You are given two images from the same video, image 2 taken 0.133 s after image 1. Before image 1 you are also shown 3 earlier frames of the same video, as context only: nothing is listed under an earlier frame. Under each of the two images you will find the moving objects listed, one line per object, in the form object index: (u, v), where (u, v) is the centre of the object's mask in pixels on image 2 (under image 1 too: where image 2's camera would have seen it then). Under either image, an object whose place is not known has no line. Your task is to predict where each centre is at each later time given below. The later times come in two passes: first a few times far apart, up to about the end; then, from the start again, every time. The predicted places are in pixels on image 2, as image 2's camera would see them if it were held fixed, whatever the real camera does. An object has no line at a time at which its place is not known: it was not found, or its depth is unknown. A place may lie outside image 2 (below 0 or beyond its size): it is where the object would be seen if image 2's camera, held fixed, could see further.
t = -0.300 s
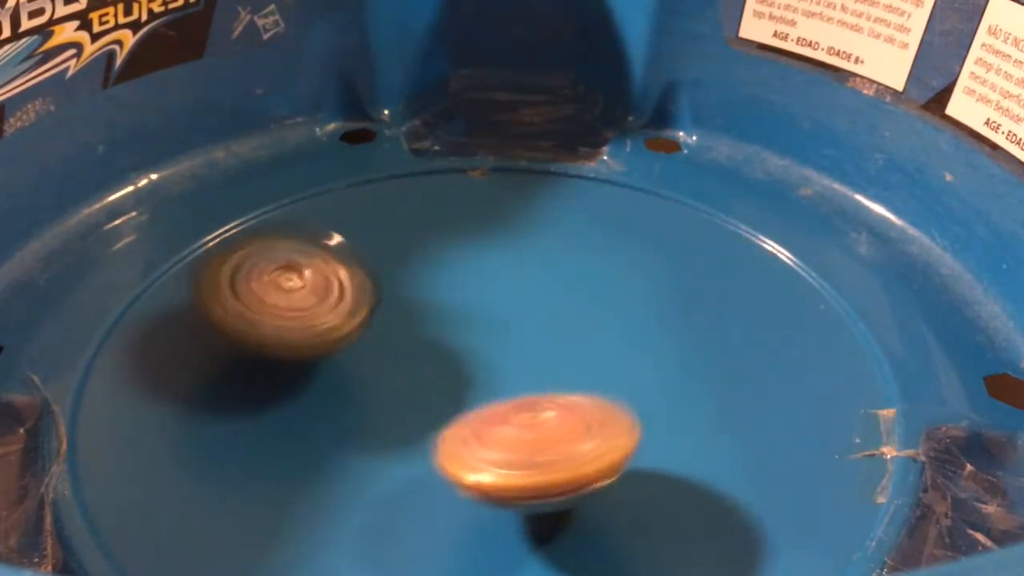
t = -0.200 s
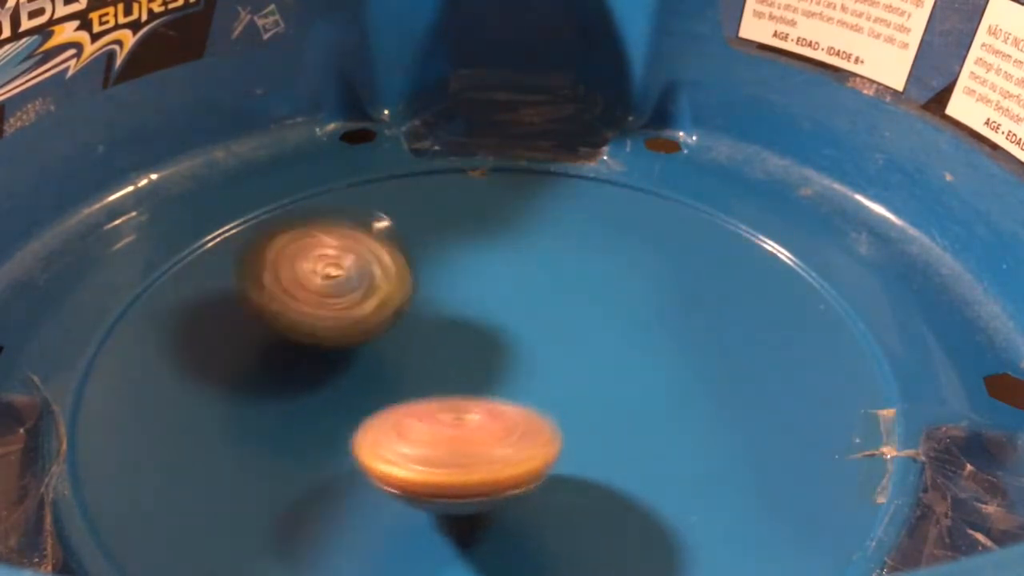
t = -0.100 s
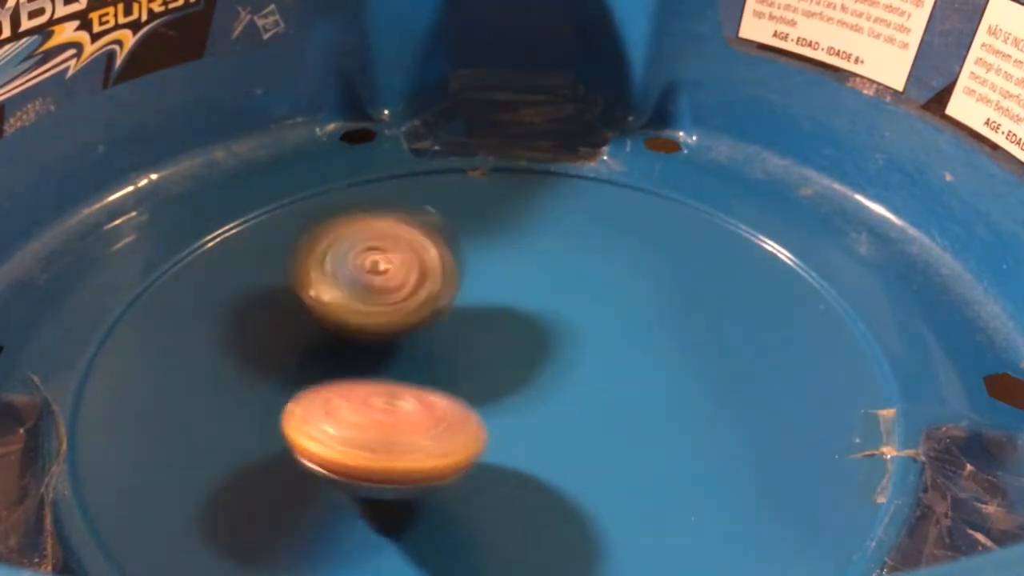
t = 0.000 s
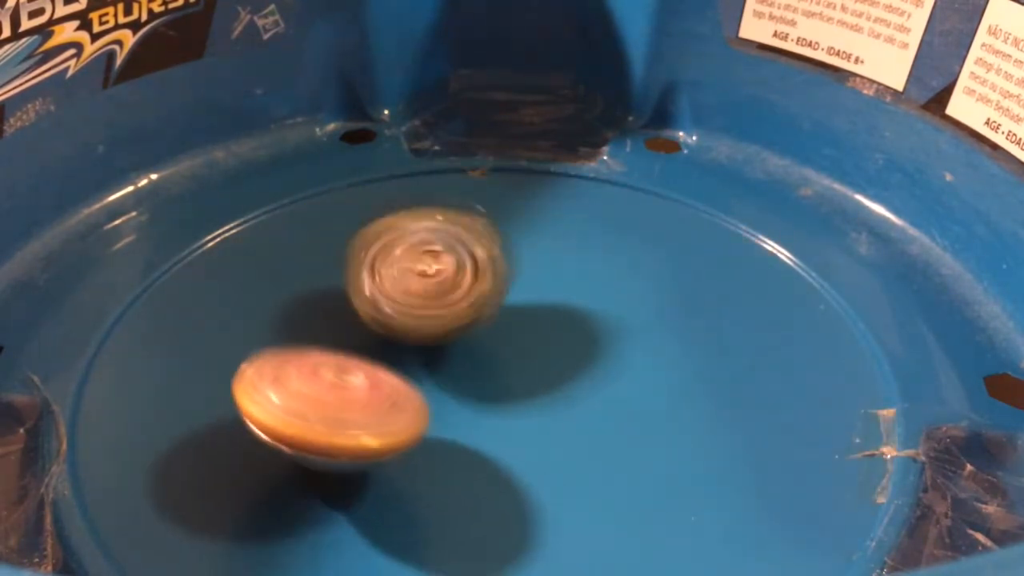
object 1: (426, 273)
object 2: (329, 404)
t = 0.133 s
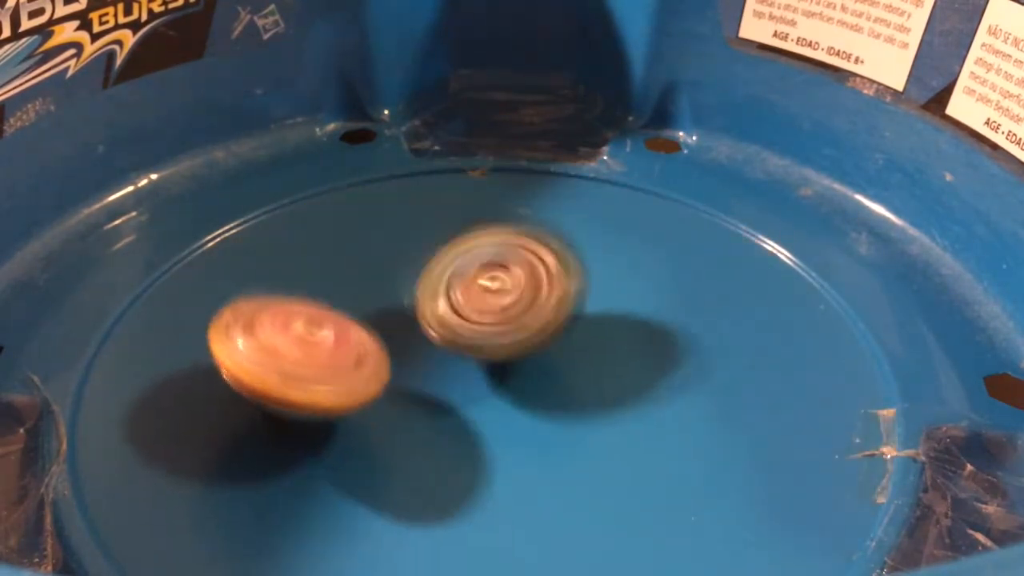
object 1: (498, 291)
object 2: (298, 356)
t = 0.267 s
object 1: (562, 321)
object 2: (310, 305)
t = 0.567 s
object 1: (620, 418)
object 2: (436, 235)
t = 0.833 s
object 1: (532, 470)
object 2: (583, 256)
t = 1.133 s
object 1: (414, 404)
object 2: (675, 353)
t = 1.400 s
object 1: (437, 312)
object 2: (595, 449)
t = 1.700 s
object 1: (554, 268)
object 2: (379, 437)
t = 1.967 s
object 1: (635, 301)
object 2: (316, 332)
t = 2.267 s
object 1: (600, 376)
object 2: (425, 244)
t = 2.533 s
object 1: (468, 387)
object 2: (573, 250)
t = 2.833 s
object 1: (396, 314)
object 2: (669, 345)
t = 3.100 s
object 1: (446, 266)
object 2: (584, 438)
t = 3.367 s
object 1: (525, 280)
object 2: (386, 429)
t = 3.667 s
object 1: (543, 354)
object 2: (324, 313)
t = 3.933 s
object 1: (451, 393)
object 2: (434, 246)
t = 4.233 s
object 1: (370, 351)
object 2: (597, 273)
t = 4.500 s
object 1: (408, 309)
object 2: (668, 372)
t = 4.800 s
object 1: (500, 319)
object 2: (532, 457)
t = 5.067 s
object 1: (560, 370)
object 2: (334, 406)
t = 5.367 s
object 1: (559, 390)
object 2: (344, 281)
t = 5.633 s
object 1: (503, 362)
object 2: (475, 233)
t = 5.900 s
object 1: (463, 331)
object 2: (630, 264)
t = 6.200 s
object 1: (483, 323)
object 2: (657, 390)
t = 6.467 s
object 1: (512, 342)
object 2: (493, 460)
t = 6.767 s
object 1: (511, 348)
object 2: (333, 376)
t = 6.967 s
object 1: (562, 364)
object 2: (335, 274)
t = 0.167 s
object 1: (515, 298)
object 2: (297, 342)
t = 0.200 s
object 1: (532, 305)
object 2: (299, 329)
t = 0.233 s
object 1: (548, 313)
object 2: (303, 316)
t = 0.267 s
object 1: (562, 321)
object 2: (310, 305)
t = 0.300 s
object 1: (573, 328)
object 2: (318, 293)
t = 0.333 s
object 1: (587, 340)
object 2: (328, 282)
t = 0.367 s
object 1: (596, 348)
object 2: (340, 272)
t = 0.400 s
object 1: (606, 361)
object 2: (353, 263)
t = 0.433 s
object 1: (612, 371)
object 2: (368, 255)
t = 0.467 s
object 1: (617, 383)
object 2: (383, 248)
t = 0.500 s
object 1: (621, 394)
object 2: (400, 242)
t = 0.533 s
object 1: (621, 405)
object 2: (418, 238)
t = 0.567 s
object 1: (620, 418)
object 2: (436, 235)
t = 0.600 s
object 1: (616, 428)
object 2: (455, 233)
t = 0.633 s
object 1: (608, 439)
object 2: (474, 233)
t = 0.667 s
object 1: (598, 448)
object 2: (493, 234)
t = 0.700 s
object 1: (589, 457)
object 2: (511, 236)
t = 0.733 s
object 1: (576, 462)
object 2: (530, 239)
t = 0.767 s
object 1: (563, 468)
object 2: (548, 243)
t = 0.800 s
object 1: (547, 470)
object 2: (566, 249)
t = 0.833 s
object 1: (532, 470)
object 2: (583, 256)
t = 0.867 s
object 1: (514, 470)
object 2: (599, 263)
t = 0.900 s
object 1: (497, 464)
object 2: (614, 272)
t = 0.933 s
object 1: (481, 462)
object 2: (629, 281)
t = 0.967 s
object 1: (464, 453)
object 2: (641, 292)
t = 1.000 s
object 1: (452, 446)
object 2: (652, 303)
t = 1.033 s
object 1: (438, 437)
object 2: (661, 315)
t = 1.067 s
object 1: (428, 426)
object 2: (668, 327)
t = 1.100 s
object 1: (420, 416)
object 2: (673, 340)
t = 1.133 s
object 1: (414, 404)
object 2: (675, 353)
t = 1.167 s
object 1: (408, 392)
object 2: (675, 366)
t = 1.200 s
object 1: (407, 378)
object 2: (673, 380)
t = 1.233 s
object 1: (408, 368)
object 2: (668, 393)
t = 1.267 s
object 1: (410, 355)
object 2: (659, 406)
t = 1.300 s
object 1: (413, 343)
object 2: (647, 418)
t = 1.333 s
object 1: (420, 331)
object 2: (632, 430)
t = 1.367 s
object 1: (429, 320)
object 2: (615, 440)
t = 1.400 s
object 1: (437, 312)
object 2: (595, 449)
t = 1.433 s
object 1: (447, 303)
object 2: (573, 455)
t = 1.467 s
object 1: (459, 295)
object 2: (549, 460)
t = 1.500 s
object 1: (472, 287)
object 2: (525, 463)
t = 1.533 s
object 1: (484, 281)
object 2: (498, 463)
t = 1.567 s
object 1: (497, 277)
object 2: (471, 462)
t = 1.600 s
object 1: (510, 273)
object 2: (445, 460)
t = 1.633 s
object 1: (526, 271)
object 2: (423, 455)
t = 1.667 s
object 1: (539, 270)
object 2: (399, 447)
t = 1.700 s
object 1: (554, 268)
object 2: (379, 437)
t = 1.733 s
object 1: (568, 270)
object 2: (361, 425)
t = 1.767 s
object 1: (579, 270)
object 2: (346, 413)
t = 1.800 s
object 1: (592, 275)
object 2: (334, 401)
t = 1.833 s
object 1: (604, 277)
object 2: (325, 387)
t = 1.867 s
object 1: (614, 281)
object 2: (318, 373)
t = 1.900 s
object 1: (622, 288)
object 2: (314, 360)
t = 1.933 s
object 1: (629, 293)
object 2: (314, 346)
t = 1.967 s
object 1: (635, 301)
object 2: (316, 332)
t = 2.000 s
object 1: (640, 309)
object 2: (322, 319)
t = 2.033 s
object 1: (641, 316)
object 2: (329, 306)
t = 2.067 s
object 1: (642, 325)
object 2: (339, 294)
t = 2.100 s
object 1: (640, 334)
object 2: (350, 283)
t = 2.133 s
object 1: (637, 341)
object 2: (362, 272)
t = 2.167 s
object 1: (632, 351)
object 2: (377, 264)
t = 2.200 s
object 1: (621, 361)
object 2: (392, 256)
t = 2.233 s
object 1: (611, 369)
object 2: (408, 250)
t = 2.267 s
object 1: (600, 376)
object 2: (425, 244)
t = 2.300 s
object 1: (588, 381)
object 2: (444, 240)
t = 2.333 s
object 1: (572, 388)
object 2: (463, 238)
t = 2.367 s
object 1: (553, 392)
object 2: (482, 236)
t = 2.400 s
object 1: (538, 393)
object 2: (501, 236)
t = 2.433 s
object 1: (521, 394)
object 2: (520, 237)
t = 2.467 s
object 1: (502, 393)
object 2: (538, 240)
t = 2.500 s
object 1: (483, 392)
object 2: (556, 244)
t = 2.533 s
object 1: (468, 387)
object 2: (573, 250)
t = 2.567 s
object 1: (455, 383)
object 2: (590, 257)
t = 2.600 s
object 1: (441, 376)
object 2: (606, 266)
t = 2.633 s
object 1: (426, 367)
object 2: (621, 275)
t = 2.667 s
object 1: (415, 358)
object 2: (634, 284)
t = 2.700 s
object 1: (407, 351)
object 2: (646, 295)
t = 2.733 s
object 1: (402, 342)
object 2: (655, 306)
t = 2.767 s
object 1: (398, 333)
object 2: (661, 318)
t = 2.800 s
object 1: (396, 322)
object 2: (666, 332)
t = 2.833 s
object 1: (396, 314)
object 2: (669, 345)
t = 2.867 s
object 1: (398, 305)
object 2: (669, 359)
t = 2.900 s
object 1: (401, 295)
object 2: (666, 372)
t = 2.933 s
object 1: (406, 289)
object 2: (661, 385)
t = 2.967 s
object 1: (411, 284)
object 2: (651, 398)
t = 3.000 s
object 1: (419, 277)
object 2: (638, 410)
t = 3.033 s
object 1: (426, 272)
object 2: (623, 420)
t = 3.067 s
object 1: (435, 268)
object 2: (604, 430)
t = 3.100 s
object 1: (446, 266)
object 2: (584, 438)
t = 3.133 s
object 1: (456, 263)
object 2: (561, 444)
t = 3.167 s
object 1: (466, 262)
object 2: (536, 448)
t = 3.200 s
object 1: (479, 264)
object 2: (510, 451)
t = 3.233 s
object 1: (488, 265)
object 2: (484, 451)
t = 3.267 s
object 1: (498, 266)
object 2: (458, 450)
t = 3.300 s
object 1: (509, 271)
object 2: (432, 444)
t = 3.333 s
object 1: (518, 276)
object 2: (408, 437)
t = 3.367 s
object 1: (525, 280)
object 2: (386, 429)
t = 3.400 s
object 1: (533, 286)
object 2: (366, 420)
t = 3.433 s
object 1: (541, 293)
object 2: (350, 409)
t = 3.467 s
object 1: (545, 300)
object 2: (337, 396)
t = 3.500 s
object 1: (549, 310)
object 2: (327, 382)
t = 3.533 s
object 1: (552, 318)
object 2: (319, 369)
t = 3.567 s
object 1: (553, 325)
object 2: (316, 355)
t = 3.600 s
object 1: (551, 336)
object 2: (315, 341)
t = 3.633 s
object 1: (548, 346)
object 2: (318, 326)
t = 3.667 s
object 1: (543, 354)
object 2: (324, 313)
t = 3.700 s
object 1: (537, 363)
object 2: (332, 301)
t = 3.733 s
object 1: (527, 370)
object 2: (343, 289)
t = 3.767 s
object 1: (518, 377)
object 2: (355, 278)
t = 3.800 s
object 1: (506, 384)
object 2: (368, 269)
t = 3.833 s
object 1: (494, 388)
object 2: (382, 261)
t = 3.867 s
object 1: (481, 390)
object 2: (398, 254)
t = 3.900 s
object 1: (467, 393)
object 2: (415, 250)
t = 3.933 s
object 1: (451, 393)
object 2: (434, 246)
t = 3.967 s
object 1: (438, 392)
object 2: (452, 243)
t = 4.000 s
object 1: (427, 390)
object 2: (471, 242)
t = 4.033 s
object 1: (414, 387)
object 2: (489, 242)
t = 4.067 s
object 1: (403, 383)
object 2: (508, 244)
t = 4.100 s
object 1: (393, 378)
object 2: (528, 247)
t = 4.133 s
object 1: (384, 371)
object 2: (547, 251)
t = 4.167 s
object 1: (378, 365)
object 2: (564, 257)
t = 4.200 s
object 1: (373, 359)
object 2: (581, 264)
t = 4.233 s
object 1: (370, 351)
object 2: (597, 273)
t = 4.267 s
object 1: (369, 344)
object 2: (612, 283)
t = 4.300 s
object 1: (369, 339)
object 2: (627, 293)
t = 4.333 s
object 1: (371, 333)
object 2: (639, 305)
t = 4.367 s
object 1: (376, 324)
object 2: (650, 317)
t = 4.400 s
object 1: (380, 321)
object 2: (658, 330)
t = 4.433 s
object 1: (387, 317)
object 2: (664, 344)
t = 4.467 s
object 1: (397, 309)
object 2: (667, 359)
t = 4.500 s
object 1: (408, 309)
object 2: (668, 372)
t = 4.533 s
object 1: (417, 307)
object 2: (665, 386)
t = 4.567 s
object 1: (424, 305)
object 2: (658, 400)
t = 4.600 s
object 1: (436, 305)
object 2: (649, 412)
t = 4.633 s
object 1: (450, 305)
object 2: (636, 424)
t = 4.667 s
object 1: (462, 307)
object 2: (621, 435)
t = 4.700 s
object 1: (473, 309)
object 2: (601, 442)
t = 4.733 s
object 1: (481, 312)
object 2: (579, 450)
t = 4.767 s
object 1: (489, 317)
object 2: (557, 454)
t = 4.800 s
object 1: (500, 319)
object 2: (532, 457)
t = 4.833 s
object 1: (508, 328)
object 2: (507, 457)
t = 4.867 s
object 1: (516, 335)
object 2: (480, 456)
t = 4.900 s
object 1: (521, 340)
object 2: (455, 451)
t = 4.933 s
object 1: (527, 348)
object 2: (428, 446)
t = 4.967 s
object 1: (533, 353)
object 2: (403, 438)
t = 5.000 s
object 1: (540, 359)
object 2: (381, 427)
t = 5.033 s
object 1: (555, 368)
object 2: (354, 418)
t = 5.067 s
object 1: (560, 370)
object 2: (334, 406)
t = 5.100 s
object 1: (562, 373)
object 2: (320, 392)
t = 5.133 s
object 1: (568, 374)
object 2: (312, 380)
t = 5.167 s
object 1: (574, 379)
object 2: (306, 364)
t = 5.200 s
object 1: (575, 385)
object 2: (306, 350)
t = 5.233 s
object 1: (574, 385)
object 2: (308, 333)
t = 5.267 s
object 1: (576, 386)
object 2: (314, 318)
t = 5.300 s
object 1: (573, 388)
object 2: (321, 305)
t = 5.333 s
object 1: (564, 391)
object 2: (331, 292)
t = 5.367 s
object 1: (559, 390)
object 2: (344, 281)
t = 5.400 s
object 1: (556, 389)
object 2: (358, 270)
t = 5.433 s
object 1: (548, 387)
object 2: (373, 260)
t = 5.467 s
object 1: (535, 382)
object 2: (389, 252)
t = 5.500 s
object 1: (524, 381)
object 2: (405, 246)
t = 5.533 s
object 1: (518, 377)
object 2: (423, 241)
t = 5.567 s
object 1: (514, 373)
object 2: (439, 237)
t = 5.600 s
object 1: (509, 368)
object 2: (457, 234)
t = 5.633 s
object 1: (503, 362)
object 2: (475, 233)
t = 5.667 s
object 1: (495, 355)
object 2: (493, 232)
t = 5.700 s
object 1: (490, 349)
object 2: (512, 234)
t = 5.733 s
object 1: (484, 344)
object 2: (533, 235)
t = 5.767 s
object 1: (478, 343)
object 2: (557, 236)
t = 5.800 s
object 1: (466, 339)
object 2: (578, 239)
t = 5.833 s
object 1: (463, 336)
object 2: (597, 247)
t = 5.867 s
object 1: (460, 331)
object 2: (615, 255)
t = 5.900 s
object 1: (463, 331)
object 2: (630, 264)
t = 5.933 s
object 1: (462, 328)
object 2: (644, 274)
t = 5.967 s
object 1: (460, 329)
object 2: (656, 287)
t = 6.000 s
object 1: (460, 325)
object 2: (665, 300)
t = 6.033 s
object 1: (463, 321)
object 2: (671, 314)
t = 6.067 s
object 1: (470, 321)
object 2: (674, 329)
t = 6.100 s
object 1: (477, 322)
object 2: (675, 345)
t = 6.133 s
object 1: (477, 321)
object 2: (672, 360)
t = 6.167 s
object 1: (478, 322)
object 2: (666, 376)
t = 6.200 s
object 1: (483, 323)
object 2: (657, 390)
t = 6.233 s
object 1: (489, 327)
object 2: (646, 404)
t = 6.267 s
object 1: (497, 329)
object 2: (630, 417)
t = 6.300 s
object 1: (502, 333)
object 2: (613, 428)
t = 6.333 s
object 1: (500, 336)
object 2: (592, 437)
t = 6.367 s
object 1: (505, 337)
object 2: (570, 447)
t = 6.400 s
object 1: (505, 338)
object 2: (545, 454)
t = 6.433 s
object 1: (511, 339)
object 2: (519, 457)
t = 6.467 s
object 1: (512, 342)
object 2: (493, 460)
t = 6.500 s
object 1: (506, 342)
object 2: (465, 459)
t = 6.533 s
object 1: (502, 344)
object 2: (439, 454)
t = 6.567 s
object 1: (500, 346)
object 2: (415, 450)
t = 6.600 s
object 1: (502, 346)
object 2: (392, 441)
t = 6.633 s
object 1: (503, 347)
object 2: (374, 430)
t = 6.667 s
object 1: (506, 347)
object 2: (360, 419)
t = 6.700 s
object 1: (509, 346)
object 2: (348, 406)
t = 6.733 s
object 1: (514, 350)
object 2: (338, 391)
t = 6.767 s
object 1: (511, 348)
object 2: (333, 376)
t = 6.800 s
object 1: (511, 356)
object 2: (330, 362)
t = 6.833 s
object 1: (520, 364)
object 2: (320, 344)
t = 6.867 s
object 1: (537, 359)
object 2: (316, 323)
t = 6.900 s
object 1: (550, 361)
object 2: (318, 304)
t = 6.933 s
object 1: (557, 362)
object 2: (326, 287)
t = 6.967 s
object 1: (562, 364)
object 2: (335, 274)
